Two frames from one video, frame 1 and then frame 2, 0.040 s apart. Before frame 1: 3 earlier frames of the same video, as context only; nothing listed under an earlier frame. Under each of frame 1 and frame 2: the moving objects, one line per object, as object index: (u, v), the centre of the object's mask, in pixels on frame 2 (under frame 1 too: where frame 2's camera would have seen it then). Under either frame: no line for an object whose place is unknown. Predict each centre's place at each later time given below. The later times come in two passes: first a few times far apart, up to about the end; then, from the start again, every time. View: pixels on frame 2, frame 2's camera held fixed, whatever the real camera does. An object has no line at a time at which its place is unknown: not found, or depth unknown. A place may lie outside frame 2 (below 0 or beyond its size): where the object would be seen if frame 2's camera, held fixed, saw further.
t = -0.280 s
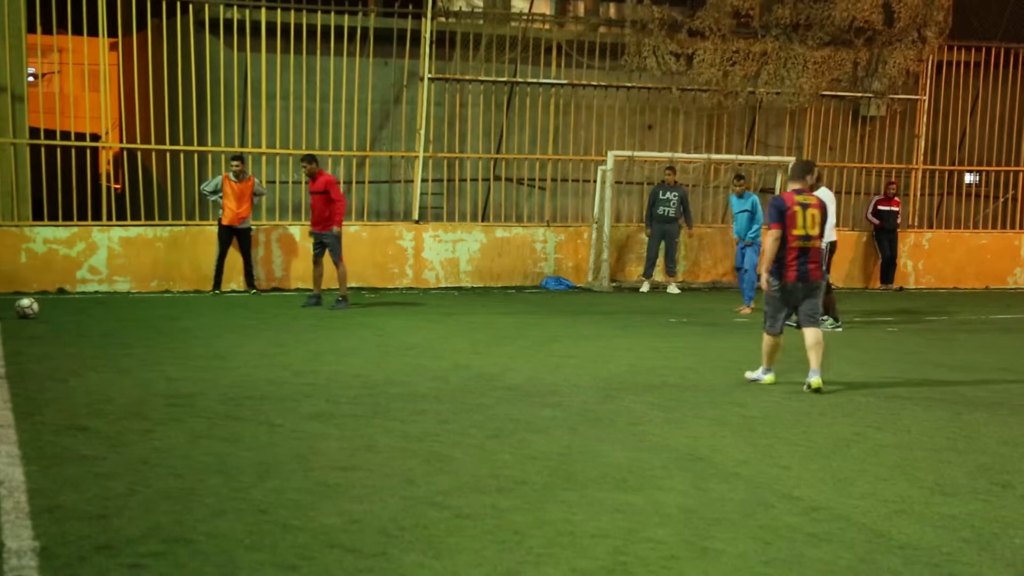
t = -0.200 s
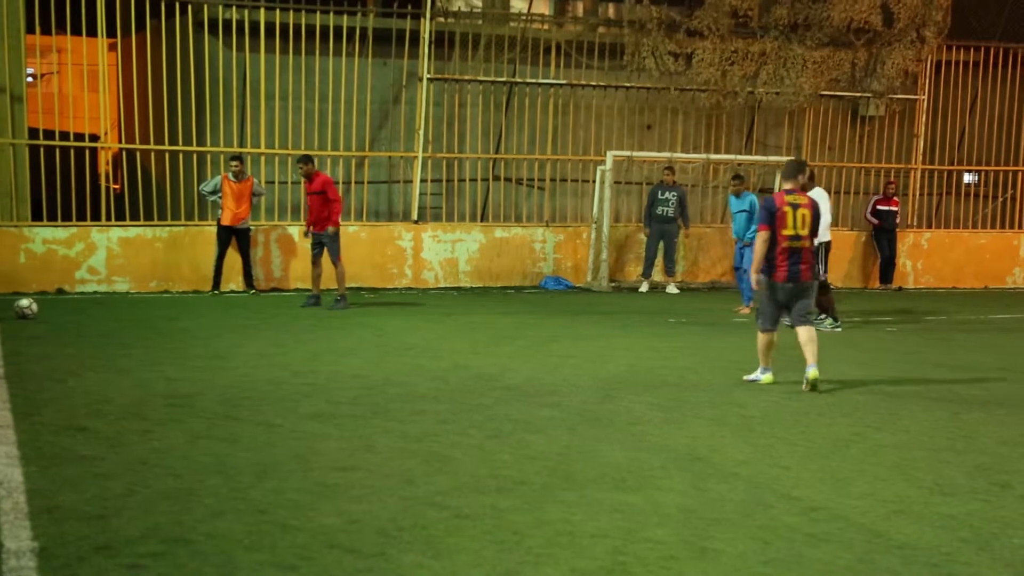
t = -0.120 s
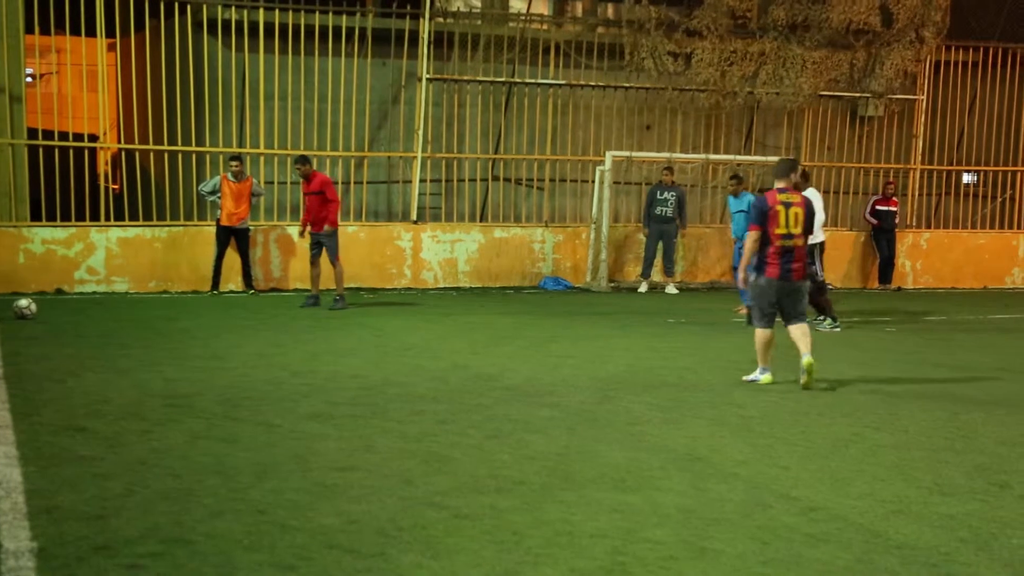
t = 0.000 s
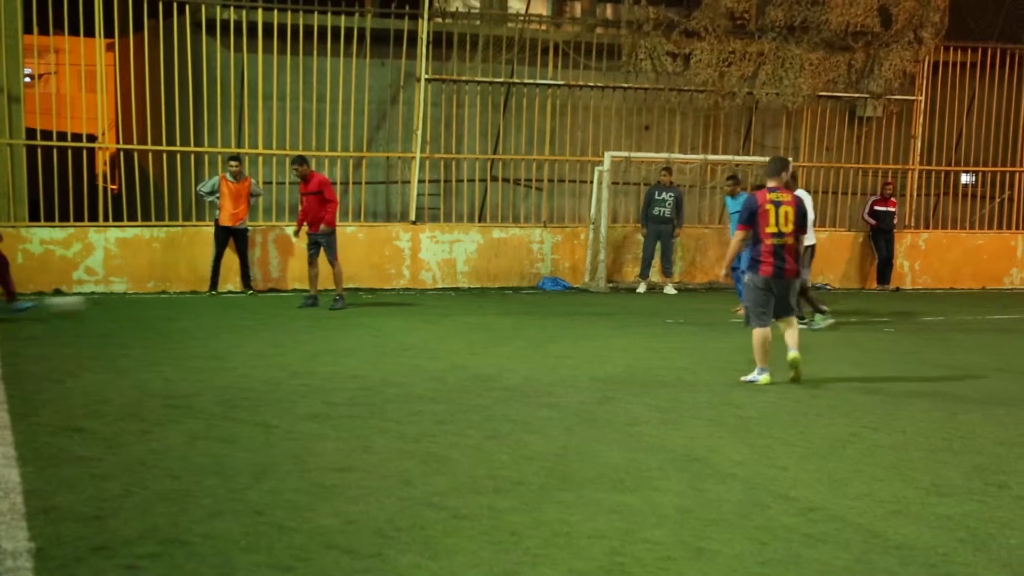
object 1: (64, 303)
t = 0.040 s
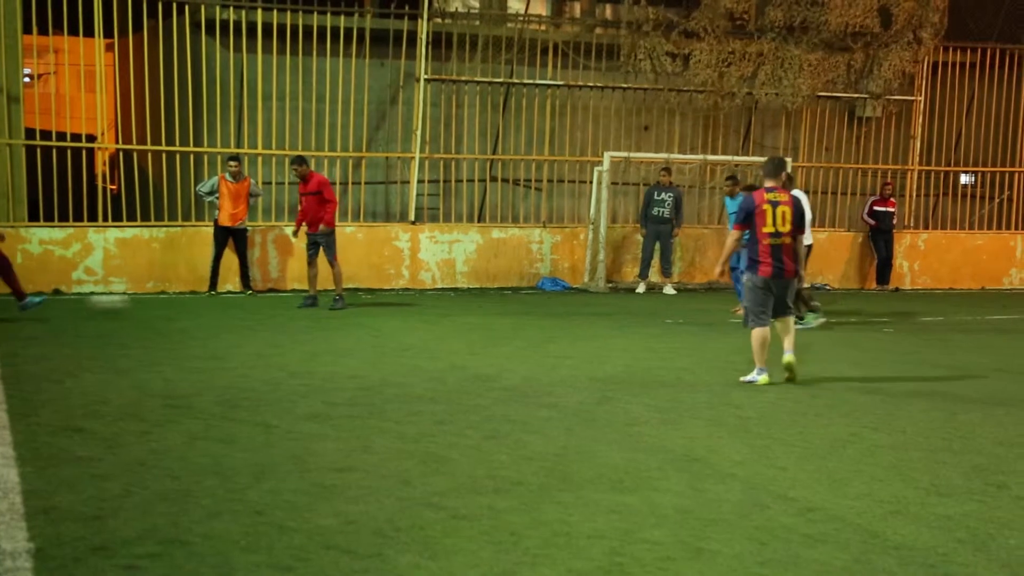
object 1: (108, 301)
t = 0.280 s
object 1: (338, 300)
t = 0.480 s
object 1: (479, 298)
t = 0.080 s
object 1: (151, 301)
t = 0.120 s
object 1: (193, 302)
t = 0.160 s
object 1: (235, 305)
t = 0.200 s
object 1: (270, 303)
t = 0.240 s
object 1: (305, 300)
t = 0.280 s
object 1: (338, 300)
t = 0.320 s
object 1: (370, 301)
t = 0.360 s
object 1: (402, 304)
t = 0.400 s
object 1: (431, 305)
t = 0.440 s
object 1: (456, 301)
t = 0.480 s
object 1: (479, 298)
